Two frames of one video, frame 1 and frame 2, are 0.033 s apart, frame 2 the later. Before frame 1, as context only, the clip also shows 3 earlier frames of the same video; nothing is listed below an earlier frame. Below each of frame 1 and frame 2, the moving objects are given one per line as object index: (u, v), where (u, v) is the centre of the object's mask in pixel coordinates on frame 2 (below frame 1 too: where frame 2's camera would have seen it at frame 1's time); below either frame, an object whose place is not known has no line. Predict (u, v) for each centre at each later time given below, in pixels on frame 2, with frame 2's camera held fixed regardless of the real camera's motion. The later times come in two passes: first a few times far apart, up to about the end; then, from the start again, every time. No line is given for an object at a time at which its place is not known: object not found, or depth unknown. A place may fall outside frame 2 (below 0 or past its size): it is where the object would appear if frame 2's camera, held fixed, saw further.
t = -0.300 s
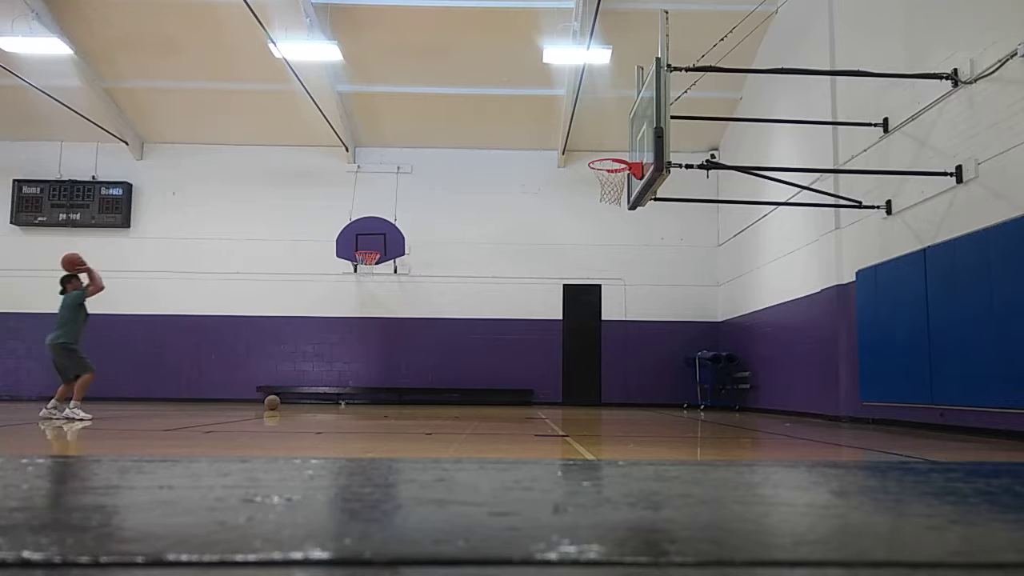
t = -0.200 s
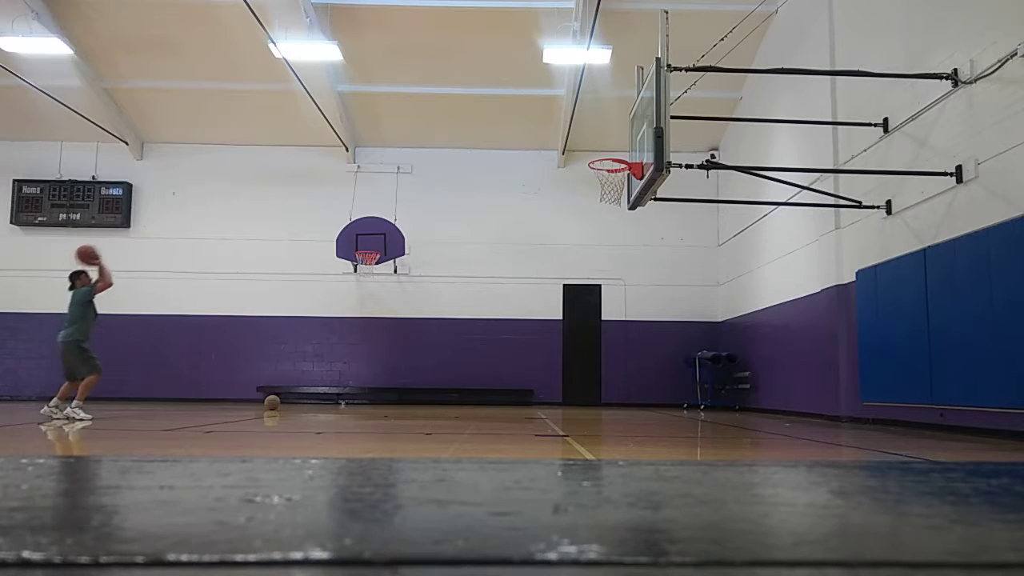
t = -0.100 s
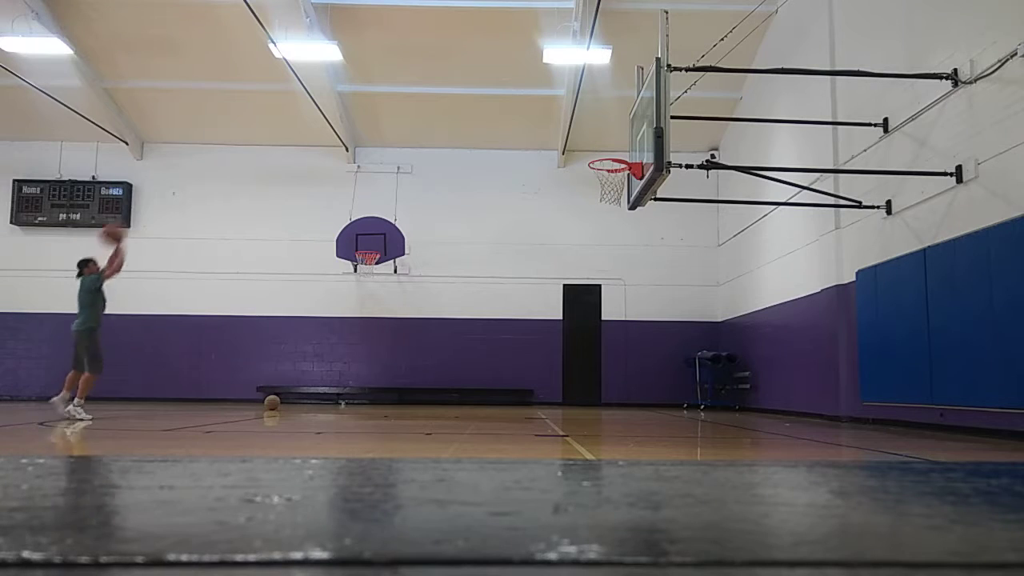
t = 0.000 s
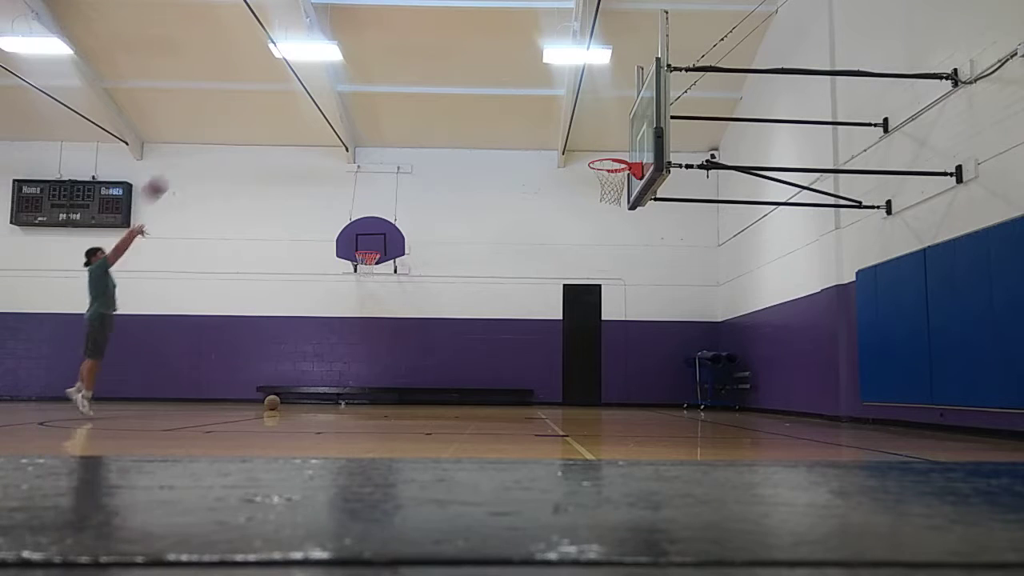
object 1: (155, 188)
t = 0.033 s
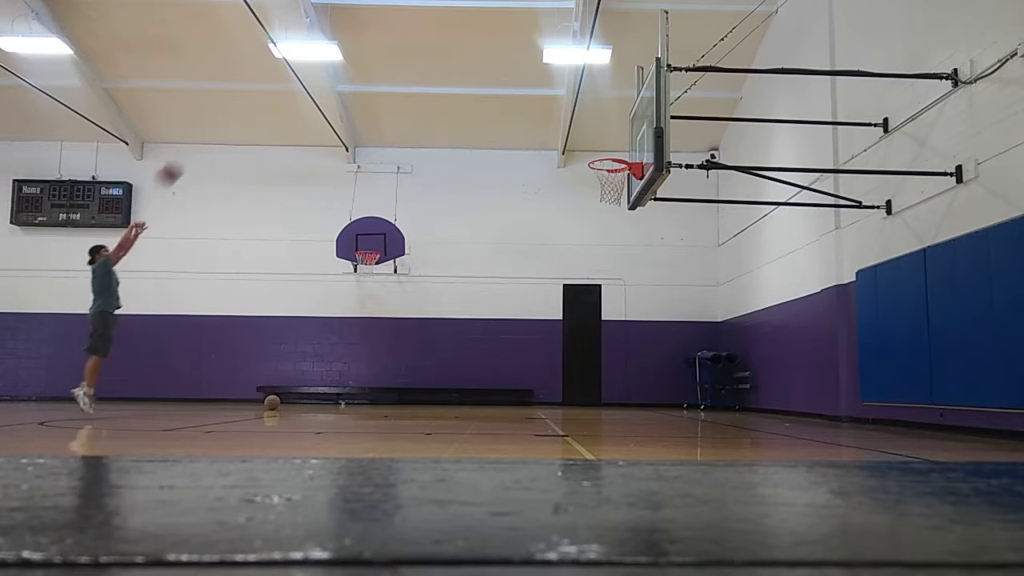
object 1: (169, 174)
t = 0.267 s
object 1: (270, 96)
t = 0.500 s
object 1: (368, 60)
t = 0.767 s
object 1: (475, 70)
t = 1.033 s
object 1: (584, 136)
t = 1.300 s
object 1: (619, 210)
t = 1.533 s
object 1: (614, 282)
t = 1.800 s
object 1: (610, 410)
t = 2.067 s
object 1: (577, 322)
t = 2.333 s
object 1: (545, 281)
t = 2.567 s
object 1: (518, 287)
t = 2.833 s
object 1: (485, 340)
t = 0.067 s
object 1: (183, 161)
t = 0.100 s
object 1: (199, 147)
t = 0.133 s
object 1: (213, 135)
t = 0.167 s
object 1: (229, 124)
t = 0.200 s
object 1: (242, 115)
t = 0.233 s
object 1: (256, 105)
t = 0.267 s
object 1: (270, 96)
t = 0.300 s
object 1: (284, 89)
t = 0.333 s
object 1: (297, 82)
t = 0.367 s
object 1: (314, 76)
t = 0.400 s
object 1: (327, 71)
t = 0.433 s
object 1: (342, 67)
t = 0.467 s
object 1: (355, 62)
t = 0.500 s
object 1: (368, 60)
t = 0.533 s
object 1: (381, 58)
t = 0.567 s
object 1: (395, 57)
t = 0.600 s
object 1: (408, 57)
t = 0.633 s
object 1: (421, 58)
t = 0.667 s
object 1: (435, 60)
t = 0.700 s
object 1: (448, 62)
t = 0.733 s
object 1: (462, 66)
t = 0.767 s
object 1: (475, 70)
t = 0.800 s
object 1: (489, 75)
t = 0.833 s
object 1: (503, 81)
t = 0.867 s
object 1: (517, 88)
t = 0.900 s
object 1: (529, 96)
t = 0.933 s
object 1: (543, 105)
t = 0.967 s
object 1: (556, 114)
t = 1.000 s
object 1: (570, 126)
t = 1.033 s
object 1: (584, 136)
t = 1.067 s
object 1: (598, 148)
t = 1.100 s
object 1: (610, 163)
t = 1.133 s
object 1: (617, 177)
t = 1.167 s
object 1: (621, 185)
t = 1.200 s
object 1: (622, 192)
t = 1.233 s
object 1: (620, 197)
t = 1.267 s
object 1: (619, 203)
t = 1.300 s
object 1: (619, 210)
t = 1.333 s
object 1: (619, 218)
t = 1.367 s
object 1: (618, 227)
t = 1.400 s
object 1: (617, 236)
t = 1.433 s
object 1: (616, 246)
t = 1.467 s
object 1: (616, 258)
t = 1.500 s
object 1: (615, 269)
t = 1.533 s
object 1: (614, 282)
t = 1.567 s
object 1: (614, 296)
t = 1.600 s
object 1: (613, 309)
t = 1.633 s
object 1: (611, 326)
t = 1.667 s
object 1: (610, 339)
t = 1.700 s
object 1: (609, 356)
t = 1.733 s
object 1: (609, 372)
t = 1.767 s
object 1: (609, 392)
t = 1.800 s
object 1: (610, 410)
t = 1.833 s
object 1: (606, 403)
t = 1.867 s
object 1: (602, 389)
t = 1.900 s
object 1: (597, 375)
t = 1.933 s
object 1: (593, 363)
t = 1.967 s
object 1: (589, 352)
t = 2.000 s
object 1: (585, 341)
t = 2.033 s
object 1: (580, 331)
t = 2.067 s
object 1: (577, 322)
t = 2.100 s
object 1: (572, 314)
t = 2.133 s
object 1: (569, 307)
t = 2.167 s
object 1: (565, 301)
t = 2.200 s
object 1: (561, 296)
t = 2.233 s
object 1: (557, 291)
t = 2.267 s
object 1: (553, 287)
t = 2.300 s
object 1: (549, 284)
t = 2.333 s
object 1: (545, 281)
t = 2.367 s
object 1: (541, 280)
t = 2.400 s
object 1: (537, 279)
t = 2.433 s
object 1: (533, 279)
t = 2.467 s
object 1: (529, 280)
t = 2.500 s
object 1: (525, 282)
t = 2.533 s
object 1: (522, 284)
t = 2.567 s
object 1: (518, 287)
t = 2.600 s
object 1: (513, 291)
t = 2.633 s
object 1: (509, 296)
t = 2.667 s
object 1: (506, 302)
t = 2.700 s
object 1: (502, 308)
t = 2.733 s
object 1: (498, 314)
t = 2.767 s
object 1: (493, 323)
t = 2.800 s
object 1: (490, 329)
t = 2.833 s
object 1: (485, 340)
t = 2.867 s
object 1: (481, 350)
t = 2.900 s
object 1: (478, 362)
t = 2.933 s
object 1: (475, 374)
